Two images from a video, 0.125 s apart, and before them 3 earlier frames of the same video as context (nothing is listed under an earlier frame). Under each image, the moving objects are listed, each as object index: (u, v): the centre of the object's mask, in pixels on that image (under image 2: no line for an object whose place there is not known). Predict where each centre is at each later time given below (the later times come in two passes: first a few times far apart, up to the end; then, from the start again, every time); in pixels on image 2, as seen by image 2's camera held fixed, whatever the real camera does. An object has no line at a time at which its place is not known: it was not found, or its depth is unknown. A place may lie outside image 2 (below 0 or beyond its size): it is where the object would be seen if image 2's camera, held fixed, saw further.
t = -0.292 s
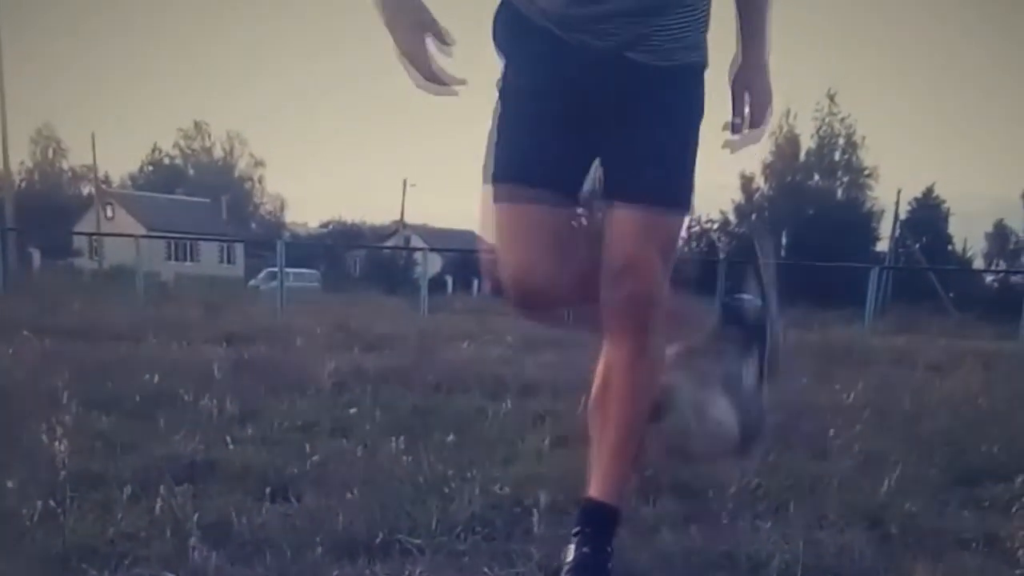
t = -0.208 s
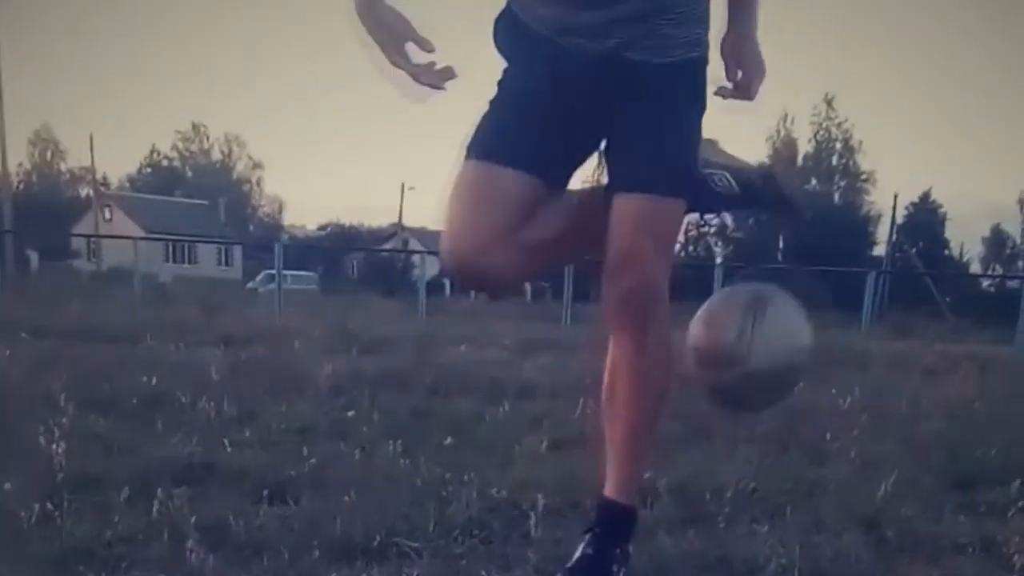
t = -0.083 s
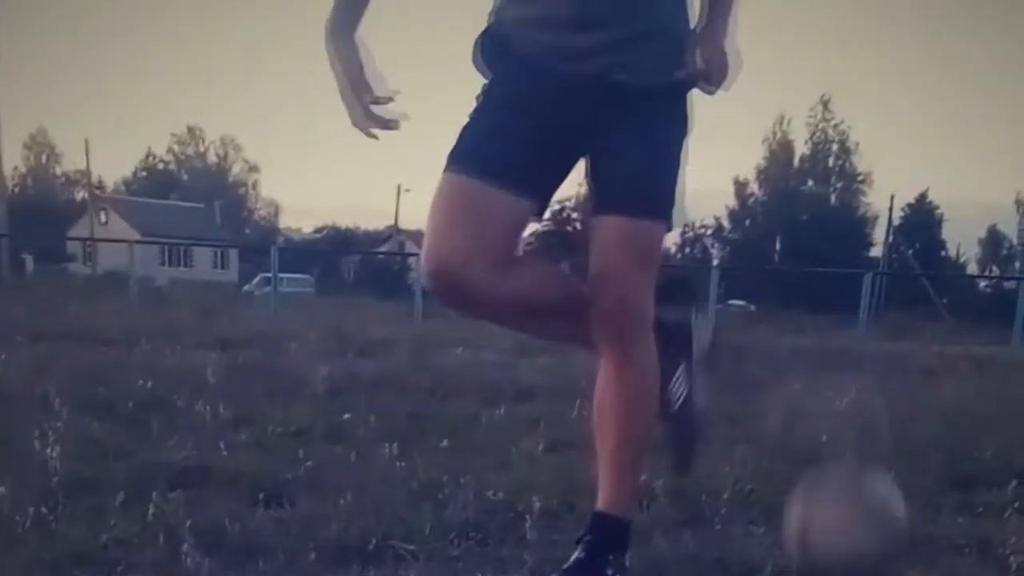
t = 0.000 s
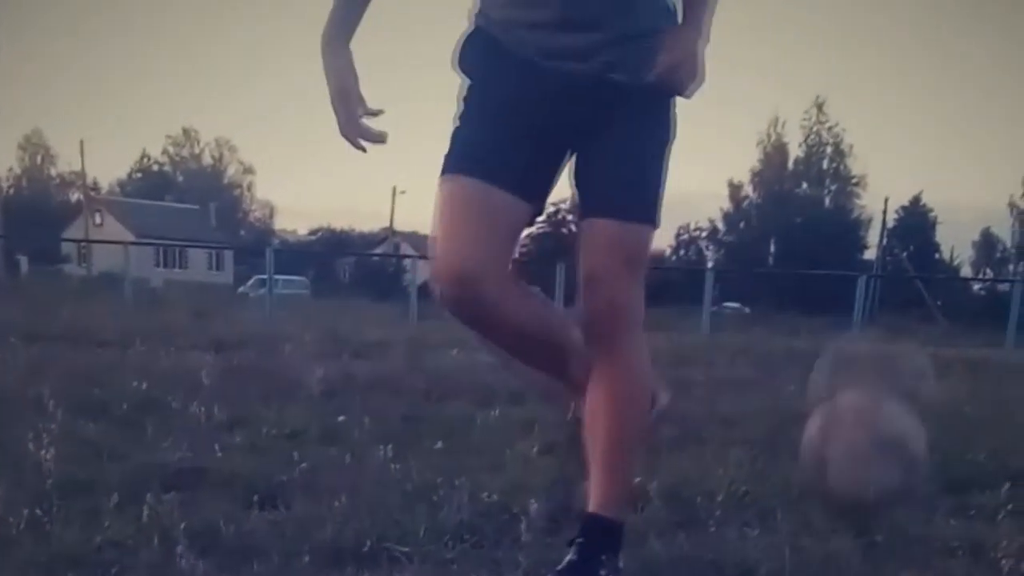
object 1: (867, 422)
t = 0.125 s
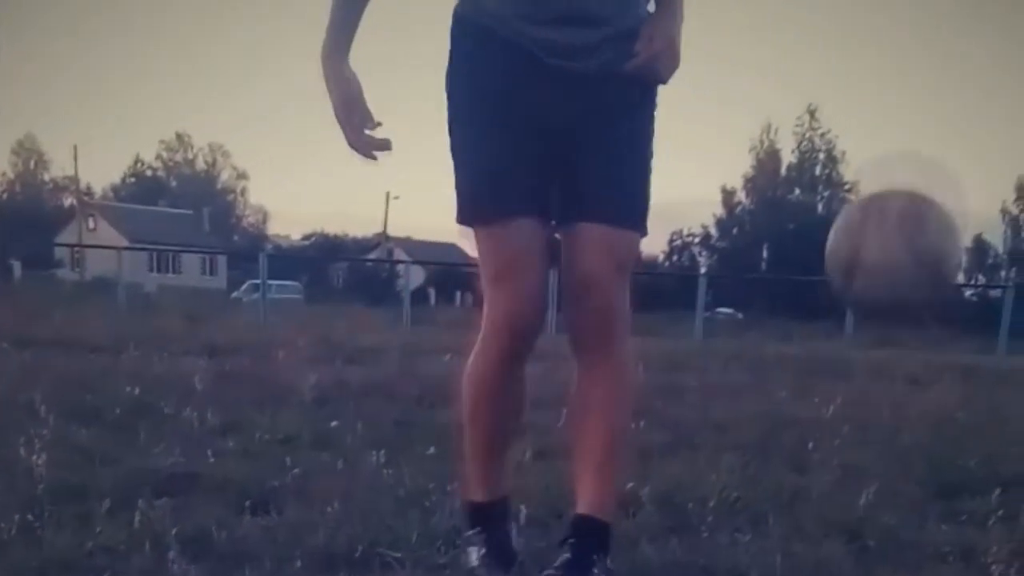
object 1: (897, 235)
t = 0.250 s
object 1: (922, 142)
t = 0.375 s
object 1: (937, 133)
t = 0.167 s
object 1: (906, 195)
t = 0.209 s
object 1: (916, 165)
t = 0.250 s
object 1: (922, 142)
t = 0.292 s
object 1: (927, 129)
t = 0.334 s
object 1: (932, 126)
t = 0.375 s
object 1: (937, 133)
